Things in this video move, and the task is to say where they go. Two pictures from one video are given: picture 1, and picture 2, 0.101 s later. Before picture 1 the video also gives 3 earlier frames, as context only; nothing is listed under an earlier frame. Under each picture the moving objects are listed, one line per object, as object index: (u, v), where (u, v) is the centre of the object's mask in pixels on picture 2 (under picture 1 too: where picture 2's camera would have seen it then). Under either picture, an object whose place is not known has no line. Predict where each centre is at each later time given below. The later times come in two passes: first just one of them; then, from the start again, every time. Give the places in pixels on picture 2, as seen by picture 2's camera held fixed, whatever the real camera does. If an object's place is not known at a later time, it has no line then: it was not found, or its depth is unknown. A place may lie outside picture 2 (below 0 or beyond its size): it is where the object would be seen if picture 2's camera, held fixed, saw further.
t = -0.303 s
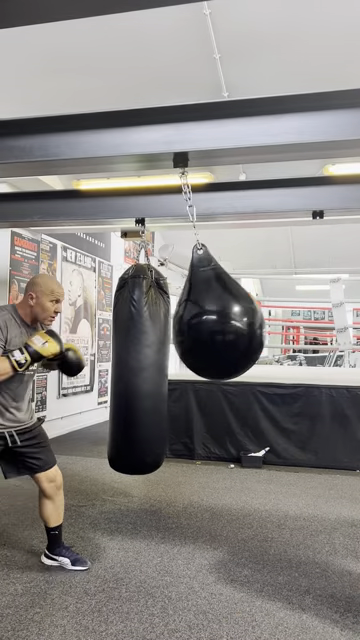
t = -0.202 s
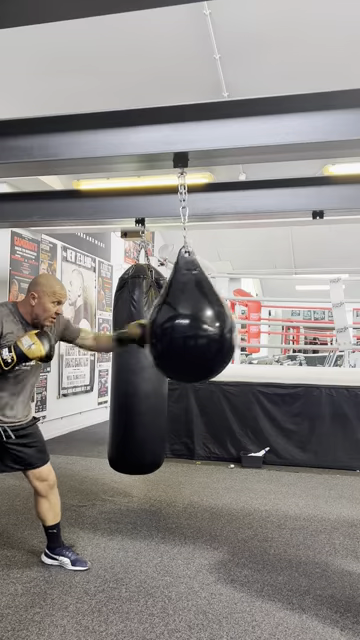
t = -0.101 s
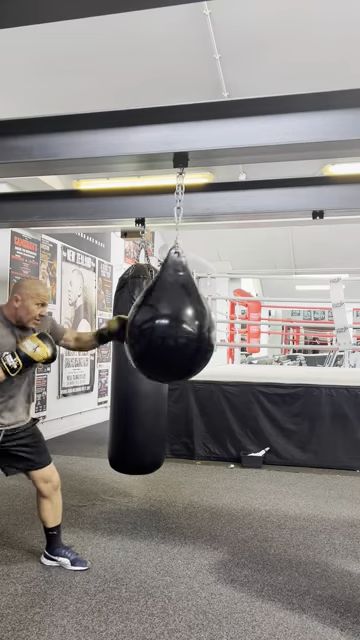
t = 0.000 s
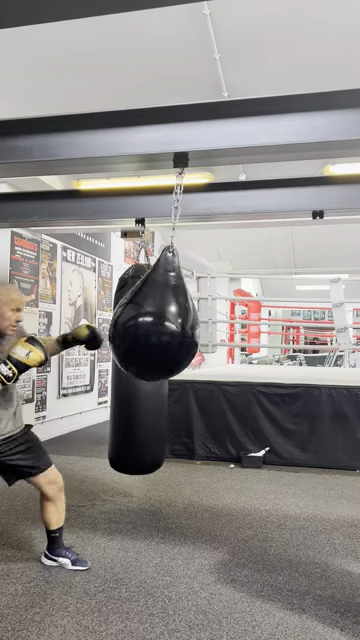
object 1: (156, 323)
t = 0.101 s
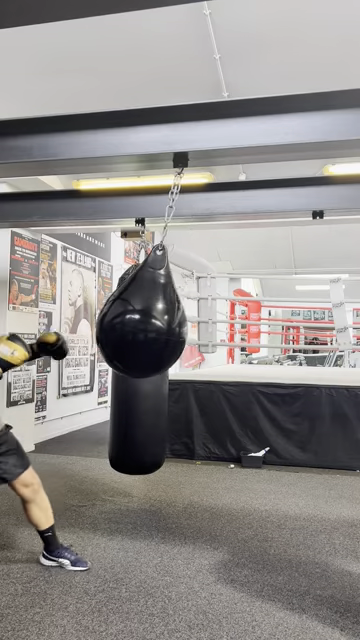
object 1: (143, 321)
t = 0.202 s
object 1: (134, 318)
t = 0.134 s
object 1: (140, 320)
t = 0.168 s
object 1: (137, 319)
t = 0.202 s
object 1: (134, 318)
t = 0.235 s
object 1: (133, 318)
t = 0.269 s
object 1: (132, 317)
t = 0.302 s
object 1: (131, 317)
